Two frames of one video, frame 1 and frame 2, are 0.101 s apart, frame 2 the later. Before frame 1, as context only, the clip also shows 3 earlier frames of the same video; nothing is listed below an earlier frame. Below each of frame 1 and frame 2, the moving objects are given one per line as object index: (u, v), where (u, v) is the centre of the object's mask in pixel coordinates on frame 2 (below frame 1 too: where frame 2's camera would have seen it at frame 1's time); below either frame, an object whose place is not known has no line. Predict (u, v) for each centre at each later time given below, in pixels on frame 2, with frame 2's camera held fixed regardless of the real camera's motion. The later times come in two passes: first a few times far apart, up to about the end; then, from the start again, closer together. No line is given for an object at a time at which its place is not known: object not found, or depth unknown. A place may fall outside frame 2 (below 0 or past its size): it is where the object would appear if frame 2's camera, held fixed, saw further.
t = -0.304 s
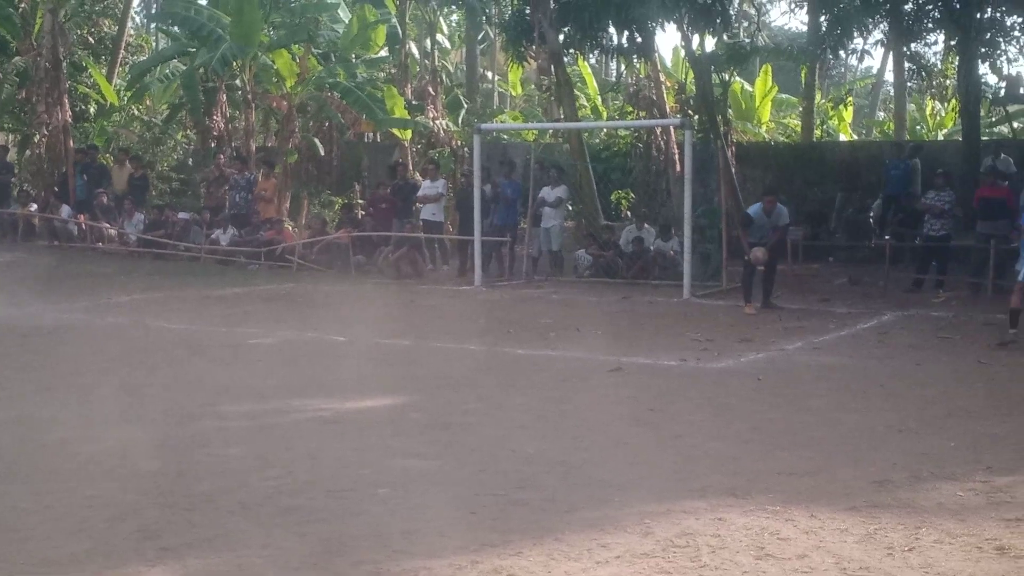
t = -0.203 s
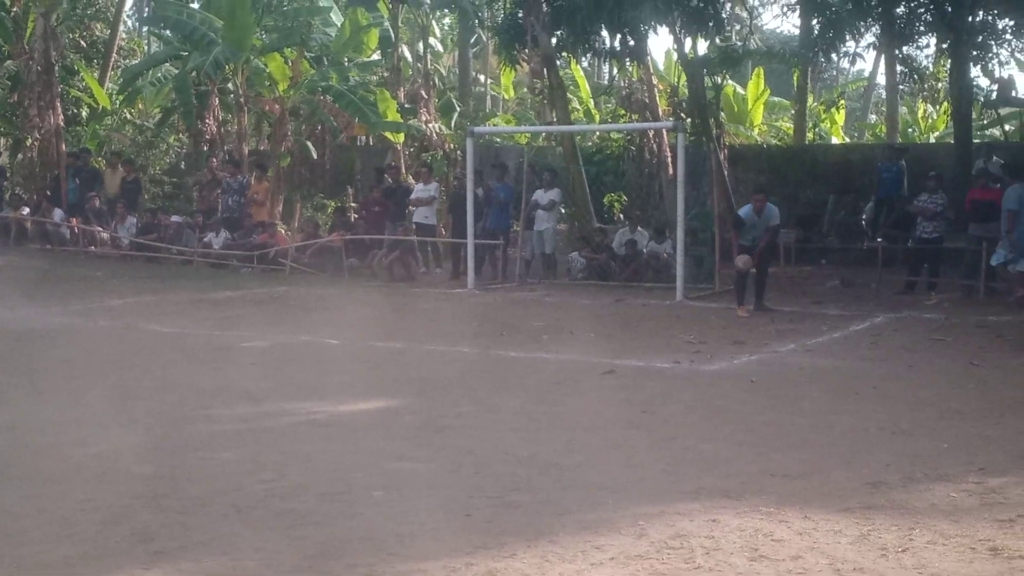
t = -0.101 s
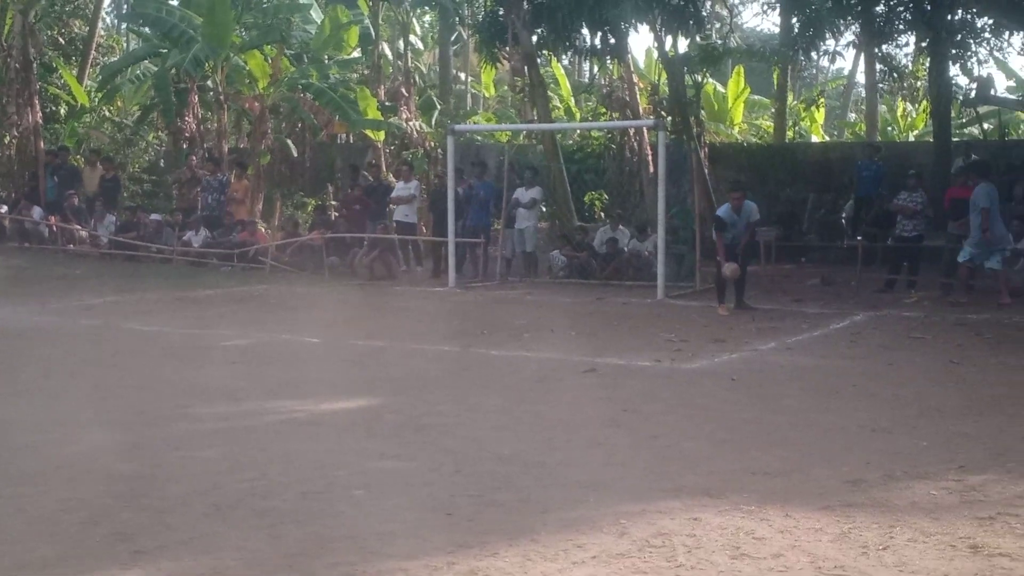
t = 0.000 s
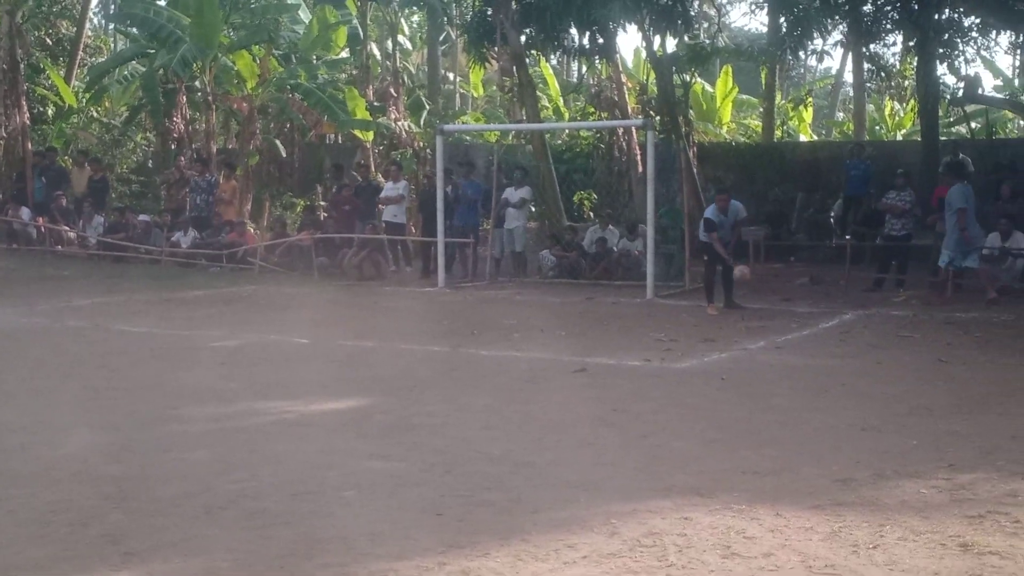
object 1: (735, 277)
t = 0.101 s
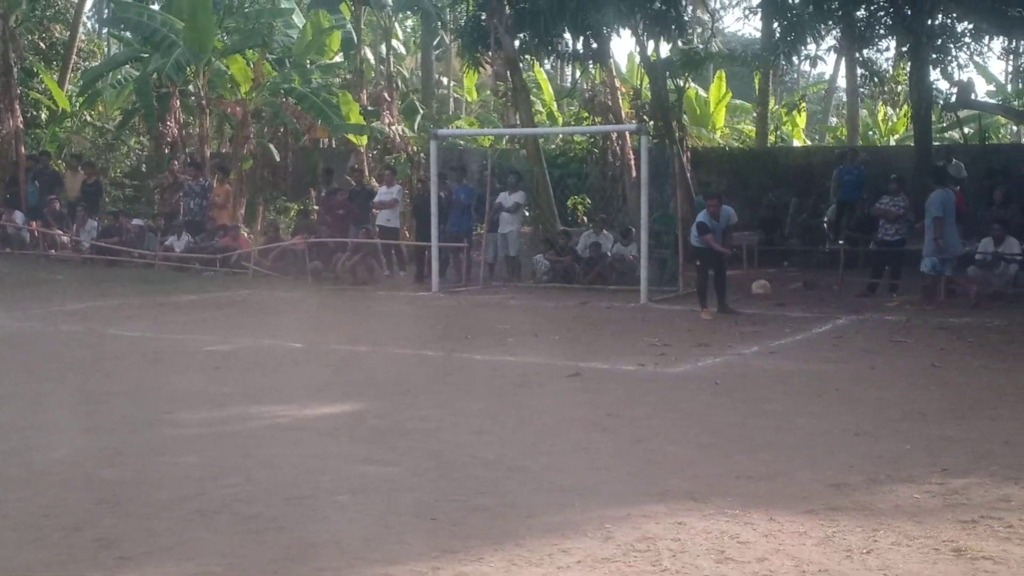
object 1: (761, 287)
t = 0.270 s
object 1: (804, 324)
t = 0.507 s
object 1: (847, 318)
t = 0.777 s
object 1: (901, 343)
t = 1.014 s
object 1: (958, 349)
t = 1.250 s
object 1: (1018, 358)
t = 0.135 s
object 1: (769, 293)
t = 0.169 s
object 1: (777, 300)
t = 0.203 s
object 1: (786, 308)
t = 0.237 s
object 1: (795, 317)
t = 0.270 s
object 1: (804, 324)
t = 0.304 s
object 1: (811, 323)
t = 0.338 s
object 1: (815, 319)
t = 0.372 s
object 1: (822, 318)
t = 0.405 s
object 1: (827, 315)
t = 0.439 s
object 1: (834, 315)
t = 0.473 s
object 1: (840, 316)
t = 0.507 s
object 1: (847, 318)
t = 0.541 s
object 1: (853, 321)
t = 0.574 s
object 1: (858, 326)
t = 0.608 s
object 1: (866, 333)
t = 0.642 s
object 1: (873, 337)
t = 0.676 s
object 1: (880, 337)
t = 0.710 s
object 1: (886, 338)
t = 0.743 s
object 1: (895, 341)
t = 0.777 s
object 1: (901, 343)
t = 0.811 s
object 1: (911, 344)
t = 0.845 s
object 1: (919, 345)
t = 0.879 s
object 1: (927, 346)
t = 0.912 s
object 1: (935, 346)
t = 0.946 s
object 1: (941, 347)
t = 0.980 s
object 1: (949, 349)
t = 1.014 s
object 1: (958, 349)
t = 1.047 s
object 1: (967, 351)
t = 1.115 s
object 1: (984, 354)
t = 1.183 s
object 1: (999, 353)
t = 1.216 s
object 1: (1008, 355)
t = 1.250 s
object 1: (1018, 358)
